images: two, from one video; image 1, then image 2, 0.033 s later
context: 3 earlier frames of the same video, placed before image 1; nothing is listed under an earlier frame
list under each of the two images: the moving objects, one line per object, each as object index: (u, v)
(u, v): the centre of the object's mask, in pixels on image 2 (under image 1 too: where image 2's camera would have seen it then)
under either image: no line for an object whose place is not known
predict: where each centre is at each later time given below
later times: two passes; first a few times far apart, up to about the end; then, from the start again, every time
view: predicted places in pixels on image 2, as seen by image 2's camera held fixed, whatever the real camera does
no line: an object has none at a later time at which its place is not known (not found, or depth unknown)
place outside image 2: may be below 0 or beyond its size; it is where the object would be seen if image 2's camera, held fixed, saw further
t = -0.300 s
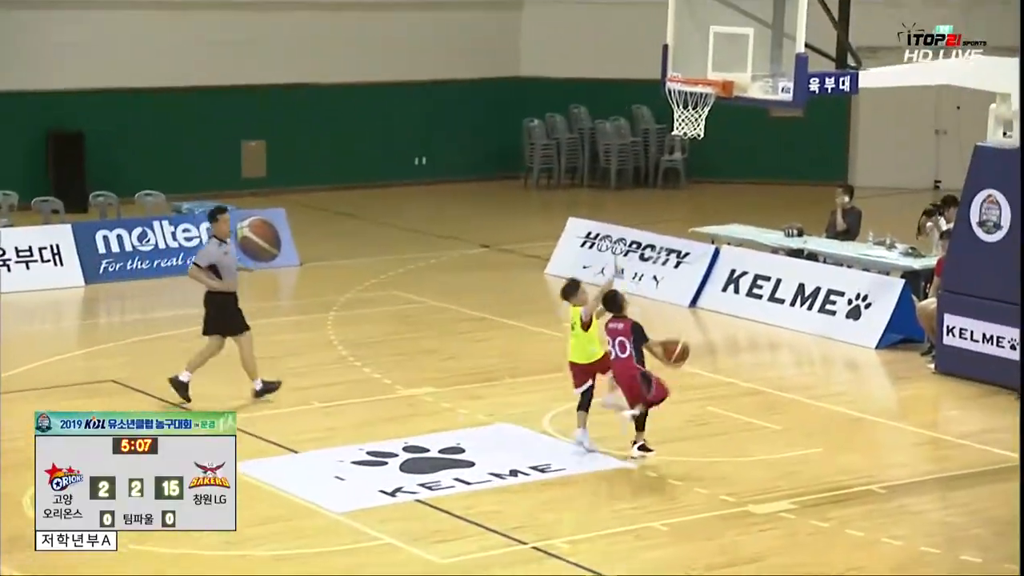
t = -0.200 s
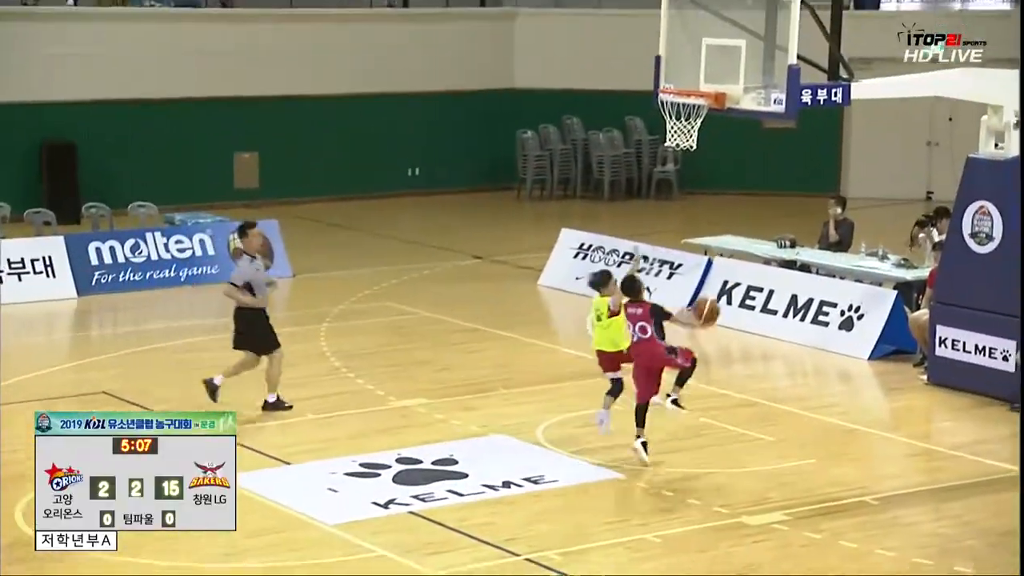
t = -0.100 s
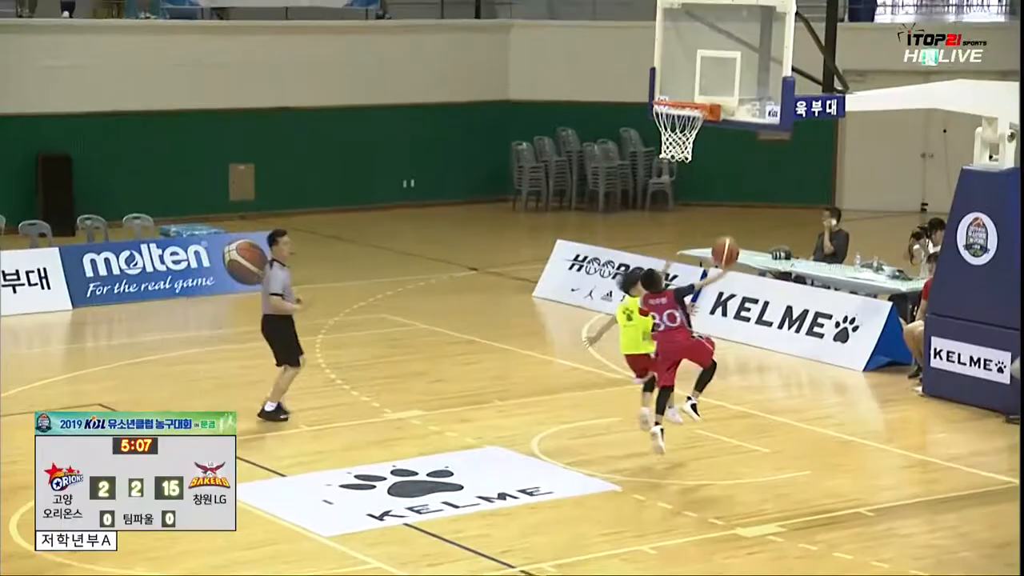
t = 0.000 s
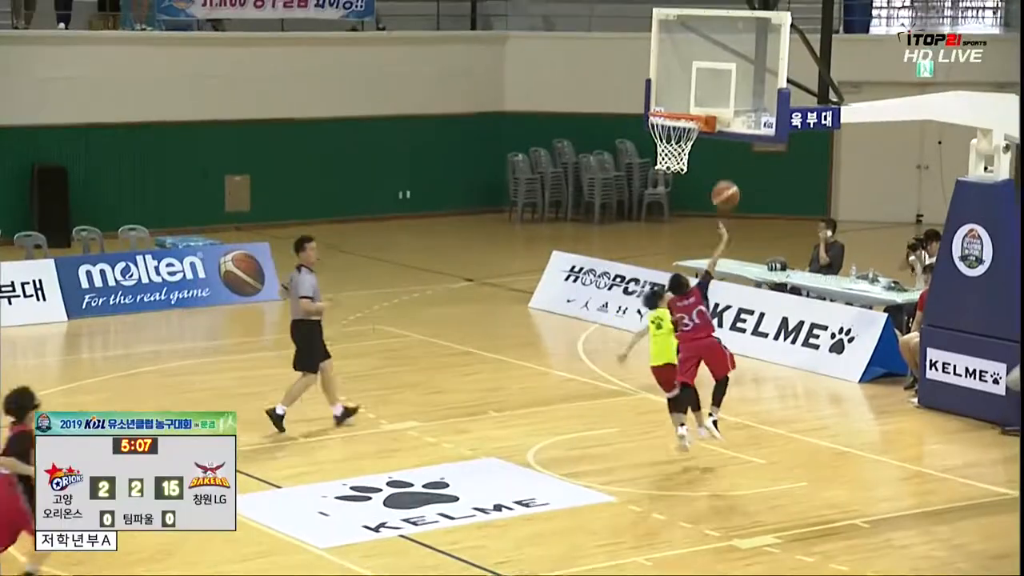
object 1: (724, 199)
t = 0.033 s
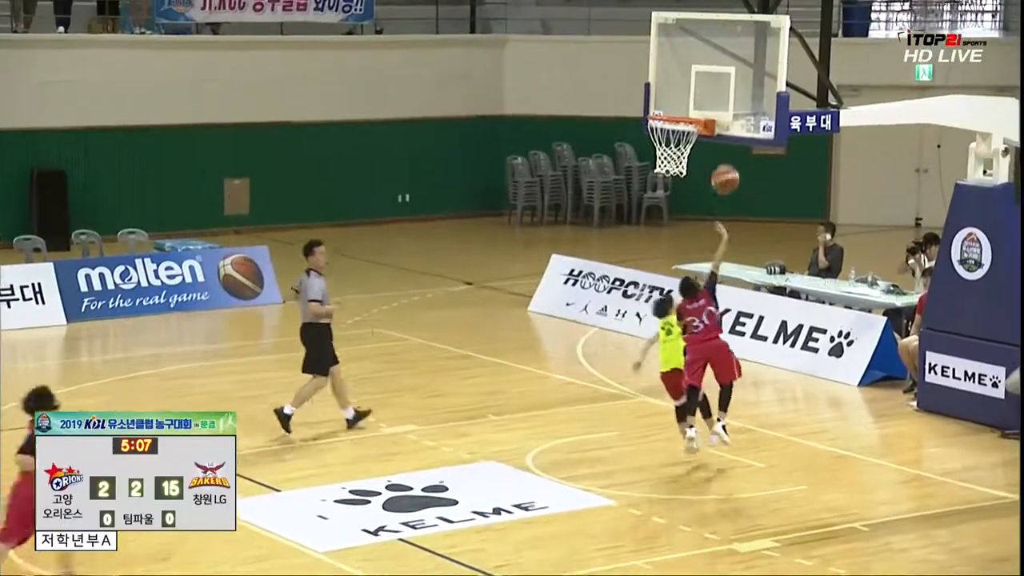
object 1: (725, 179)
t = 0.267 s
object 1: (730, 80)
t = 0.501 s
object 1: (720, 44)
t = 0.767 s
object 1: (687, 82)
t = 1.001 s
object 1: (665, 159)
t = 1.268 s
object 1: (660, 251)
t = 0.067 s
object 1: (726, 161)
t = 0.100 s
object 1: (727, 146)
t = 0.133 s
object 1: (728, 129)
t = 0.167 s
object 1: (727, 114)
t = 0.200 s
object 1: (729, 102)
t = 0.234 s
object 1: (729, 90)
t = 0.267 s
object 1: (730, 80)
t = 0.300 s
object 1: (730, 70)
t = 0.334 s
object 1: (731, 63)
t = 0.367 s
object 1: (732, 57)
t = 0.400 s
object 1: (732, 52)
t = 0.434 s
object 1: (728, 48)
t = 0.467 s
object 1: (724, 45)
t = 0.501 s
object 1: (720, 44)
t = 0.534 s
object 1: (715, 44)
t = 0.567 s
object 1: (712, 46)
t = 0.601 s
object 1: (708, 49)
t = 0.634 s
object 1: (704, 53)
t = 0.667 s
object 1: (700, 59)
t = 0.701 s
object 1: (696, 65)
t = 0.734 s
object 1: (691, 73)
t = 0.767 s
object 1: (687, 82)
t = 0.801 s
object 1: (683, 92)
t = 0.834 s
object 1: (679, 102)
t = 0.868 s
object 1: (675, 112)
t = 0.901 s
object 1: (669, 128)
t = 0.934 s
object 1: (666, 141)
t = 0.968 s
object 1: (665, 153)
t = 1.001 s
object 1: (665, 159)
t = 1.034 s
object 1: (661, 172)
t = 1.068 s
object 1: (664, 175)
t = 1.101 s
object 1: (664, 184)
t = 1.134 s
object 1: (664, 196)
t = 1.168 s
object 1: (662, 208)
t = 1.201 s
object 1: (661, 221)
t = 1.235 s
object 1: (662, 233)
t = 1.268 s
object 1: (660, 251)
